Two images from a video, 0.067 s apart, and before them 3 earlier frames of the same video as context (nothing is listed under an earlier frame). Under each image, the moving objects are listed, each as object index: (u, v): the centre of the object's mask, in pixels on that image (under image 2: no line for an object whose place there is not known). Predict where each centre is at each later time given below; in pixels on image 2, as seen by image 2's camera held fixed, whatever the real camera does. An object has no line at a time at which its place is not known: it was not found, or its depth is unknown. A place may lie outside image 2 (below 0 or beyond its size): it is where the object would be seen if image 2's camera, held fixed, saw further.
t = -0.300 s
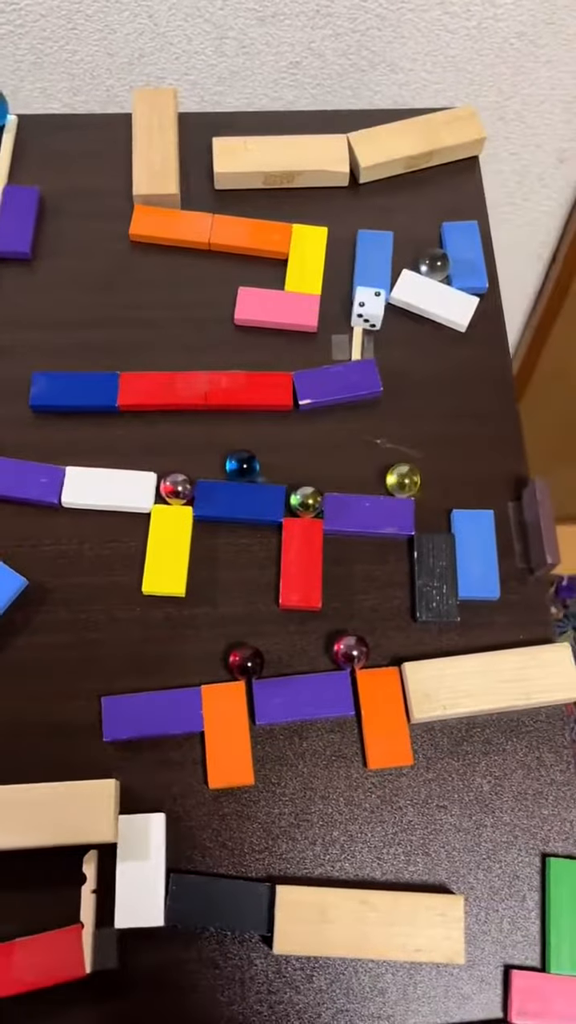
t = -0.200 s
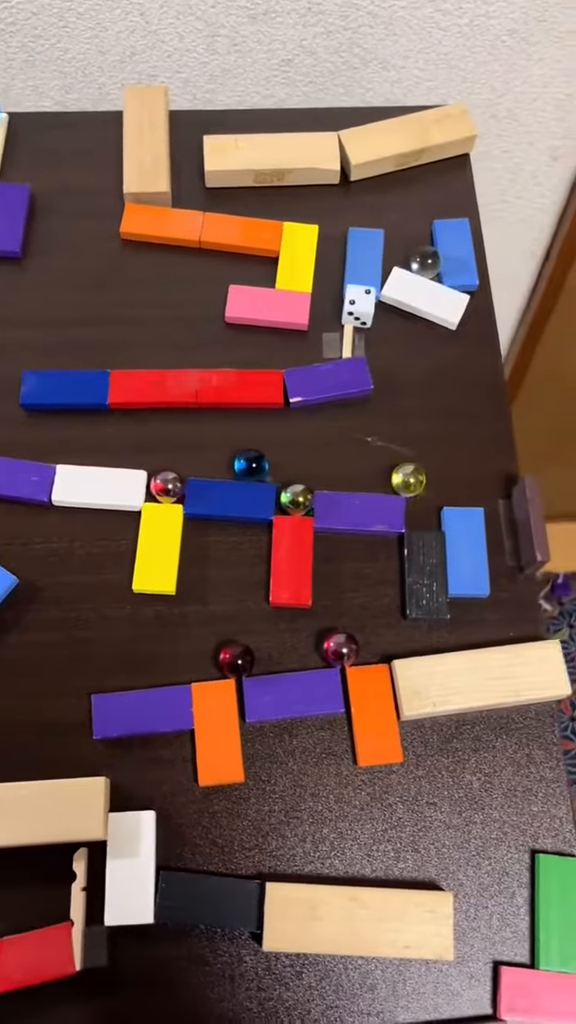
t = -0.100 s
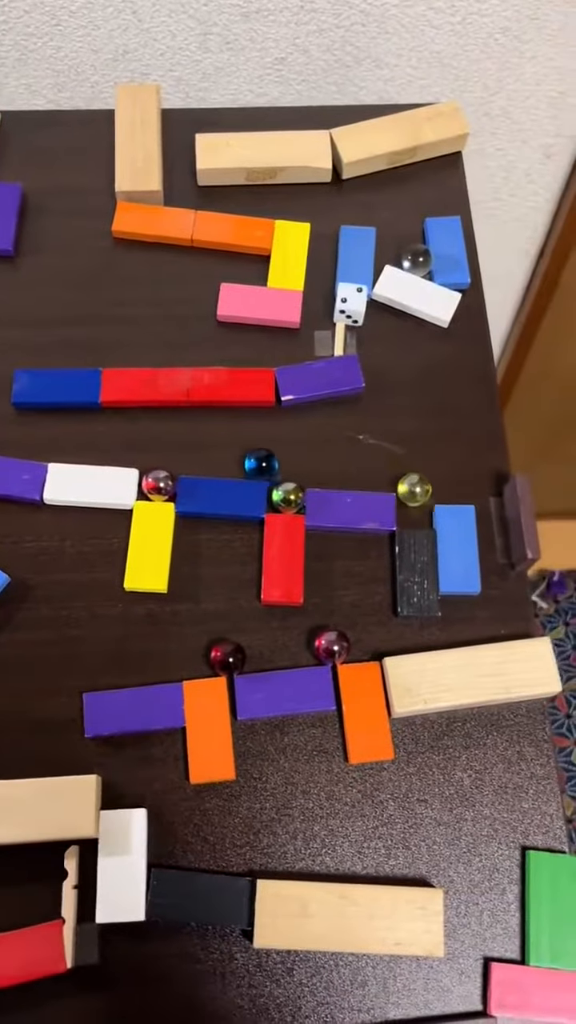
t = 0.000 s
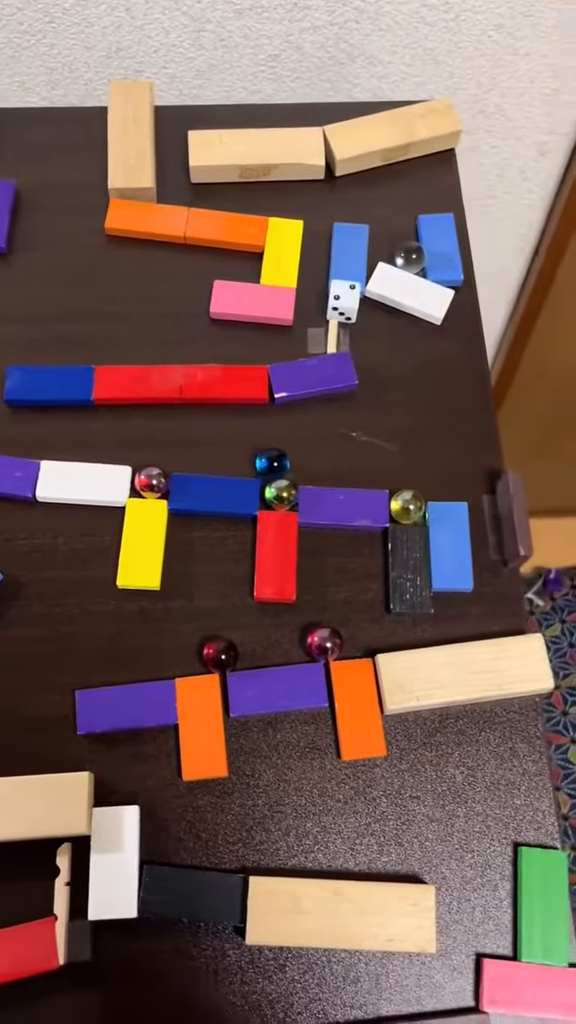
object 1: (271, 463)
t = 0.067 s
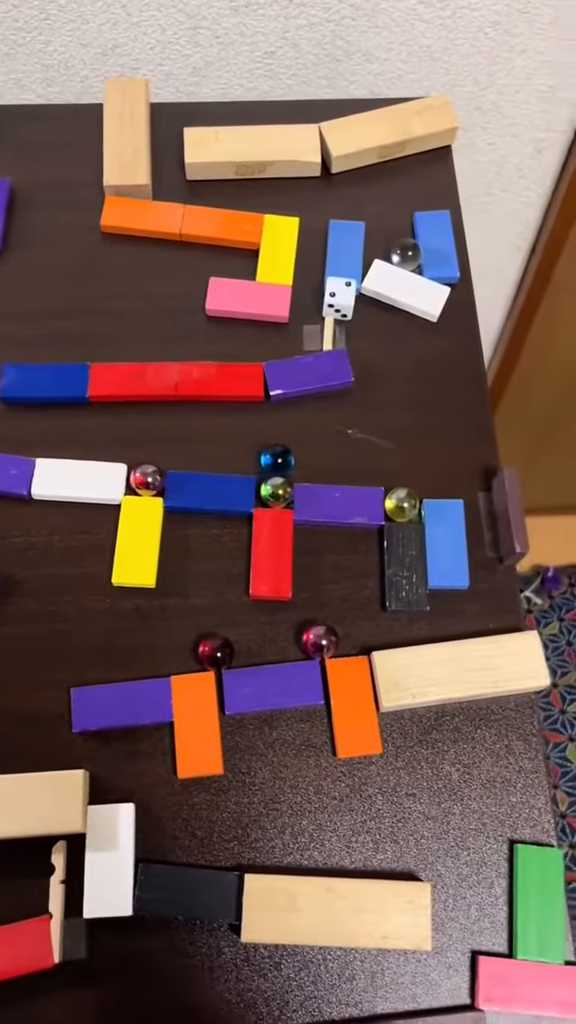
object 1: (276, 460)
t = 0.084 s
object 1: (278, 460)
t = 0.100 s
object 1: (281, 460)
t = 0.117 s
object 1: (283, 460)
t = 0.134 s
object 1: (285, 461)
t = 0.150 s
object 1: (287, 461)
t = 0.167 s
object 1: (289, 462)
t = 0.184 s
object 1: (292, 463)
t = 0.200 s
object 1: (294, 464)
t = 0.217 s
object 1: (297, 466)
